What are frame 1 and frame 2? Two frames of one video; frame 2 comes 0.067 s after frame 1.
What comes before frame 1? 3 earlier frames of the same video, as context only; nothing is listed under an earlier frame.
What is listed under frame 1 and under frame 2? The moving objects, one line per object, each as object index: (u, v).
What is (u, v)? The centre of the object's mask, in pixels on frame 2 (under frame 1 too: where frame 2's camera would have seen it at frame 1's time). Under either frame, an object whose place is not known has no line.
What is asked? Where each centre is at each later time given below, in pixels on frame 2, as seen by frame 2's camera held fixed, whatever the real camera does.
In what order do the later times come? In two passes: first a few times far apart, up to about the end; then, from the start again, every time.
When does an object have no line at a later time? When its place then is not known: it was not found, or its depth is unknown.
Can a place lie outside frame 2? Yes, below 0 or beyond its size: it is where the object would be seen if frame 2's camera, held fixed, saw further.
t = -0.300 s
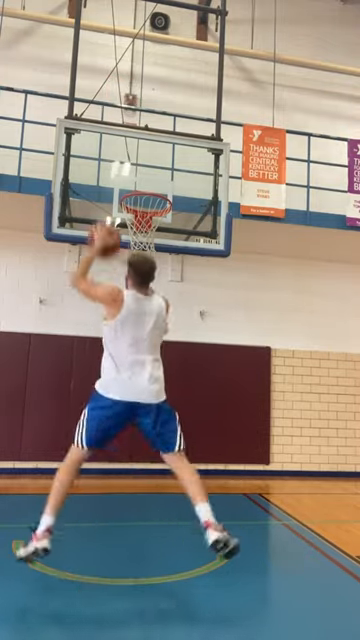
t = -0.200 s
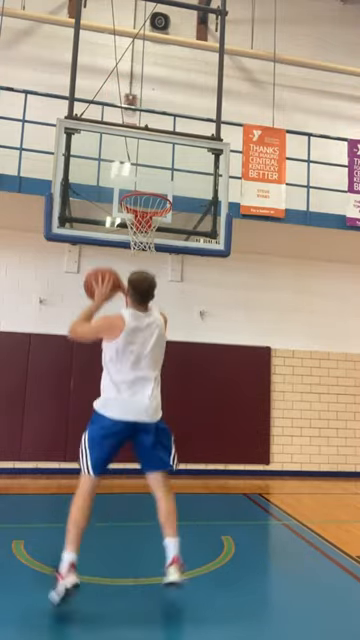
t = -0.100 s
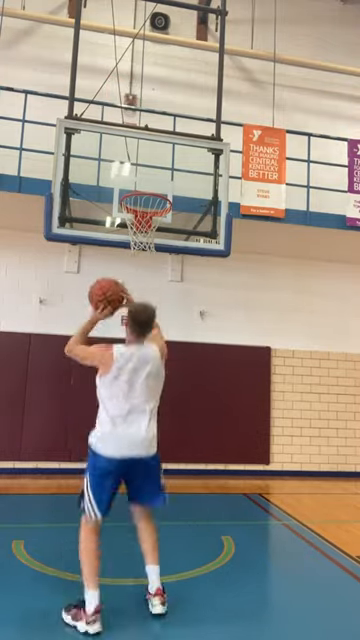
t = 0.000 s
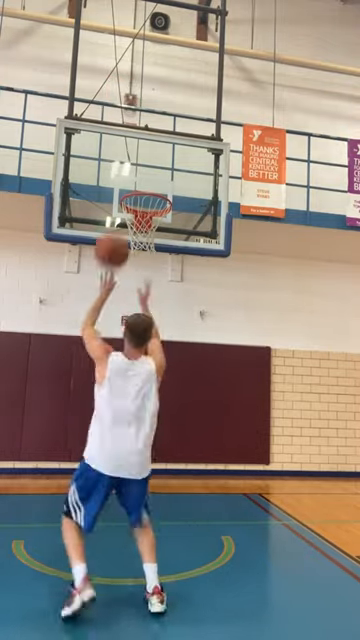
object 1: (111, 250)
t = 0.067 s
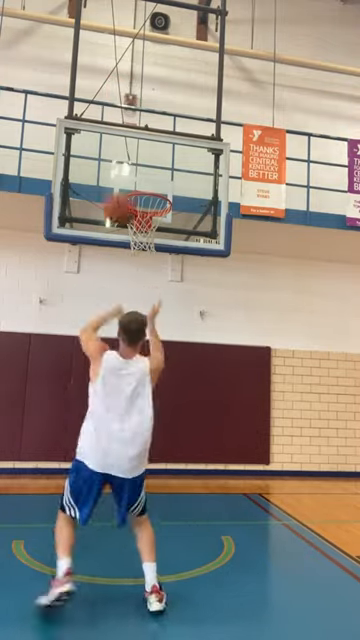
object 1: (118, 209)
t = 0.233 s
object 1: (136, 141)
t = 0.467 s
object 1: (152, 112)
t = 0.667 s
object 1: (161, 135)
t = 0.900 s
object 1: (169, 181)
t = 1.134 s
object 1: (175, 175)
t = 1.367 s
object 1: (179, 225)
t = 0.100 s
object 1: (123, 192)
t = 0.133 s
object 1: (127, 176)
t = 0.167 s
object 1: (130, 164)
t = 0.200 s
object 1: (133, 151)
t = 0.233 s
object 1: (136, 141)
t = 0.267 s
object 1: (139, 133)
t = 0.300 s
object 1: (141, 126)
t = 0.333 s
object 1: (144, 121)
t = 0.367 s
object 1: (146, 117)
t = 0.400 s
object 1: (148, 114)
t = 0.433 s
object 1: (150, 113)
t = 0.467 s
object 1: (152, 112)
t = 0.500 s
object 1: (154, 113)
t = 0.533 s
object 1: (156, 115)
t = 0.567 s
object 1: (157, 118)
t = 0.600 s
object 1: (158, 123)
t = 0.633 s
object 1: (160, 128)
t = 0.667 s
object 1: (161, 135)
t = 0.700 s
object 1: (163, 142)
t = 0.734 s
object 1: (164, 151)
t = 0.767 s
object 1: (165, 160)
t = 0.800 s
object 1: (166, 170)
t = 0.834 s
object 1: (167, 181)
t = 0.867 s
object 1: (168, 186)
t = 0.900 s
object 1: (169, 181)
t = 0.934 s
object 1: (170, 177)
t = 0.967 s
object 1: (171, 174)
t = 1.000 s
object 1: (172, 172)
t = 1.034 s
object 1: (173, 171)
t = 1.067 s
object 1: (174, 171)
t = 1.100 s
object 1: (175, 172)
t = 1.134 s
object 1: (175, 175)
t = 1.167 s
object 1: (176, 178)
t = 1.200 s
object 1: (177, 182)
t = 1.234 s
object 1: (178, 188)
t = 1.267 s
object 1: (178, 195)
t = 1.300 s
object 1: (179, 204)
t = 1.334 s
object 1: (179, 213)
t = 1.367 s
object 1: (179, 225)
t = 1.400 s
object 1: (179, 235)
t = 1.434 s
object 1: (180, 250)
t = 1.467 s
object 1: (180, 264)
